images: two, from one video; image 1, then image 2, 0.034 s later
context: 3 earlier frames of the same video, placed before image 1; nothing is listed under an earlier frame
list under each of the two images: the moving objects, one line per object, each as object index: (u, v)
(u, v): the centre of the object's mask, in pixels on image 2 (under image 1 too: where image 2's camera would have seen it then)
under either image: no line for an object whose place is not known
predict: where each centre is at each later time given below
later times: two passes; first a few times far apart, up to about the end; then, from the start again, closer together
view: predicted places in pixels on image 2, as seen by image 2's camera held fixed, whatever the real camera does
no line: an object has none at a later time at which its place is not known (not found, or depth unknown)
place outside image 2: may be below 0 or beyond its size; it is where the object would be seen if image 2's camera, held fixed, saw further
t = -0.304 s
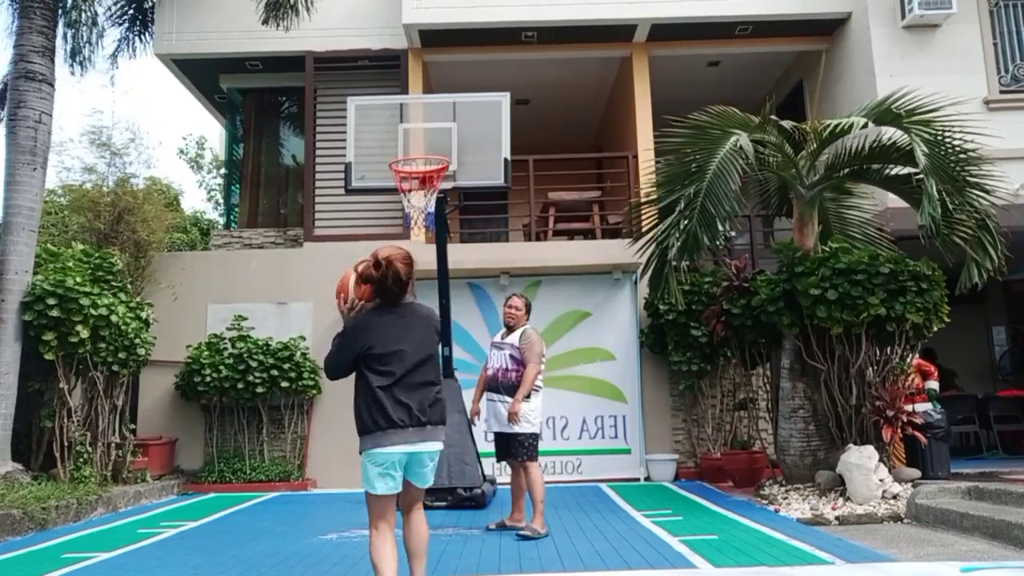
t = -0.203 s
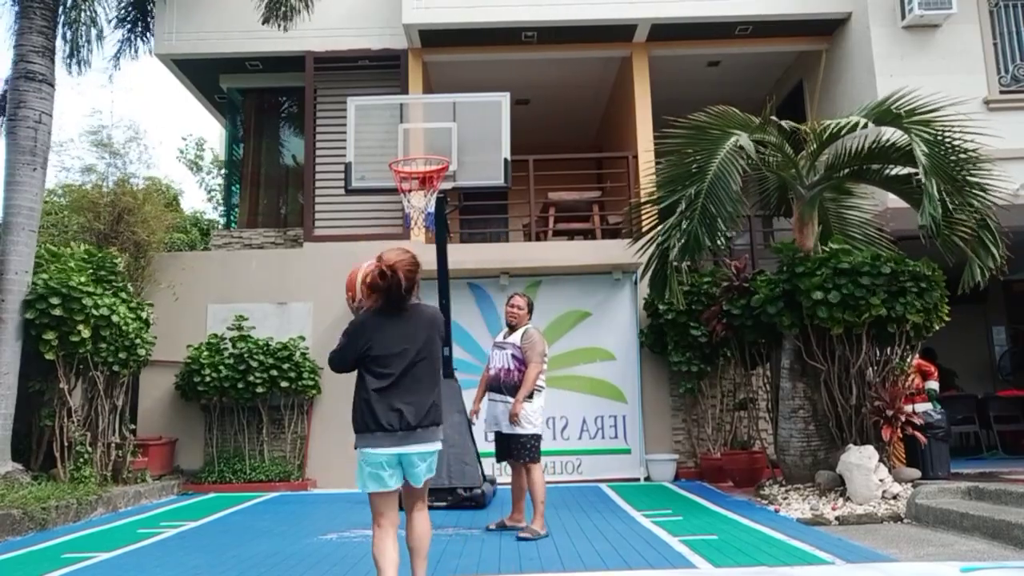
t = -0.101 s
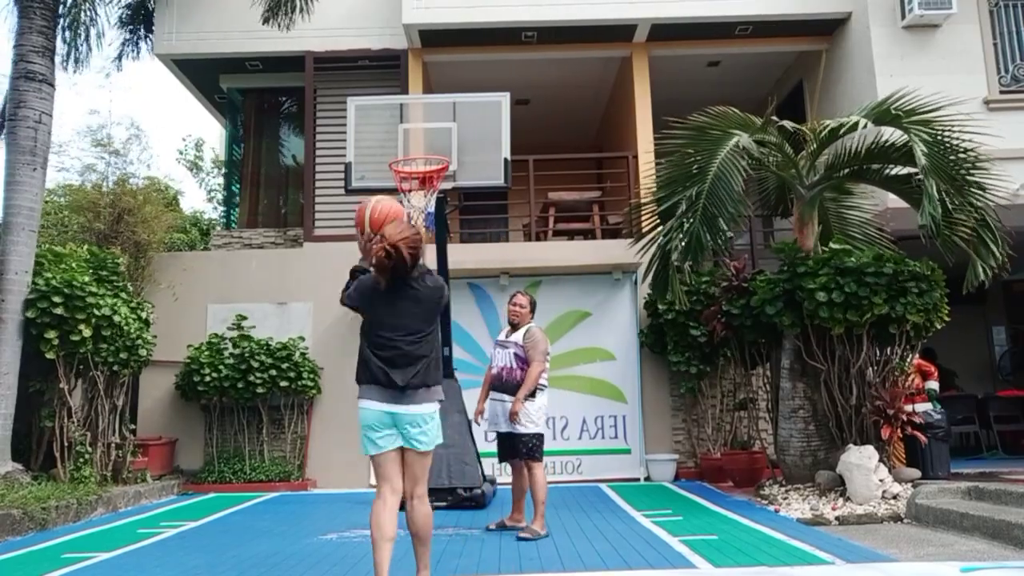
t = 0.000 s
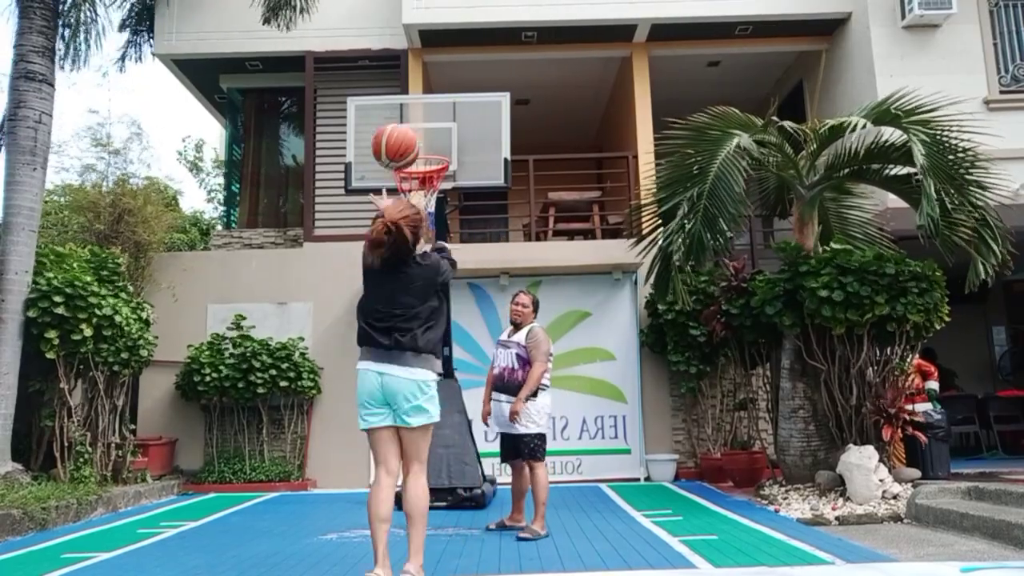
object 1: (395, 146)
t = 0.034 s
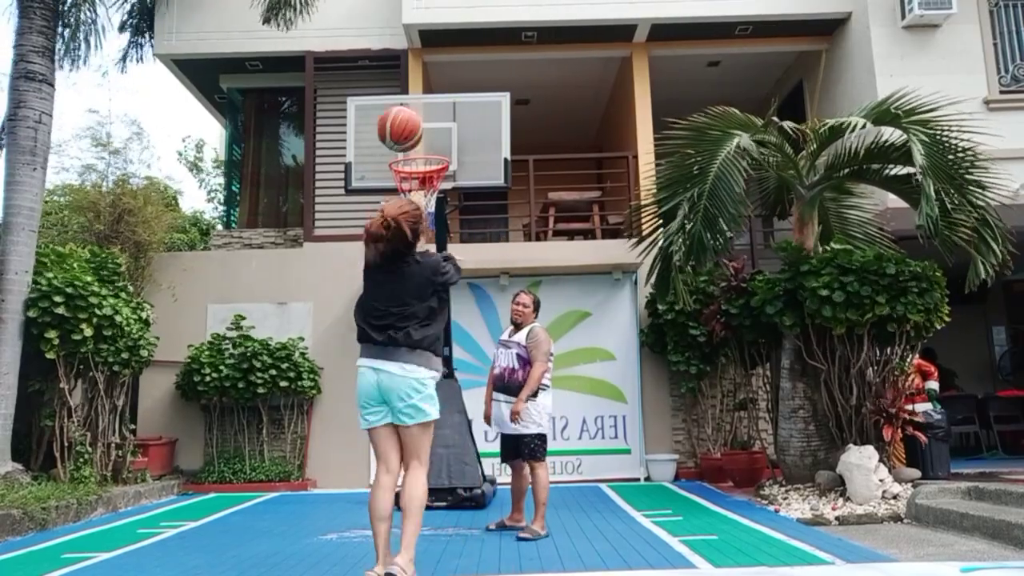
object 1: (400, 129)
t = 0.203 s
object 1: (419, 79)
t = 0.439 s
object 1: (441, 90)
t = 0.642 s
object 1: (457, 149)
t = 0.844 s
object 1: (490, 165)
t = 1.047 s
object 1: (520, 195)
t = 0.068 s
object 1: (404, 114)
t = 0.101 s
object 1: (408, 102)
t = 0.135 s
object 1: (412, 92)
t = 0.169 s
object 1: (416, 85)
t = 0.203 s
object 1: (419, 79)
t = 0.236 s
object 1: (423, 76)
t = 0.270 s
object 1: (426, 74)
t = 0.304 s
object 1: (429, 74)
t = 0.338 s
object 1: (432, 76)
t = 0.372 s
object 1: (436, 80)
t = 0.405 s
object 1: (438, 84)
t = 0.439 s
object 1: (441, 90)
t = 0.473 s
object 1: (444, 98)
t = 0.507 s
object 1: (446, 106)
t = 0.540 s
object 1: (449, 116)
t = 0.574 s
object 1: (452, 127)
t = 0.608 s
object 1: (454, 139)
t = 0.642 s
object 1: (457, 149)
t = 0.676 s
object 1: (463, 150)
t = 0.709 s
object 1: (470, 153)
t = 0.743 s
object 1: (476, 158)
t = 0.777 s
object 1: (482, 163)
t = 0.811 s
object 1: (486, 165)
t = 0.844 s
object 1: (490, 165)
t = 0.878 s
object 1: (496, 167)
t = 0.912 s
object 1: (500, 170)
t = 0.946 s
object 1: (505, 174)
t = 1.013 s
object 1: (515, 187)
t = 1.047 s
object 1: (520, 195)
